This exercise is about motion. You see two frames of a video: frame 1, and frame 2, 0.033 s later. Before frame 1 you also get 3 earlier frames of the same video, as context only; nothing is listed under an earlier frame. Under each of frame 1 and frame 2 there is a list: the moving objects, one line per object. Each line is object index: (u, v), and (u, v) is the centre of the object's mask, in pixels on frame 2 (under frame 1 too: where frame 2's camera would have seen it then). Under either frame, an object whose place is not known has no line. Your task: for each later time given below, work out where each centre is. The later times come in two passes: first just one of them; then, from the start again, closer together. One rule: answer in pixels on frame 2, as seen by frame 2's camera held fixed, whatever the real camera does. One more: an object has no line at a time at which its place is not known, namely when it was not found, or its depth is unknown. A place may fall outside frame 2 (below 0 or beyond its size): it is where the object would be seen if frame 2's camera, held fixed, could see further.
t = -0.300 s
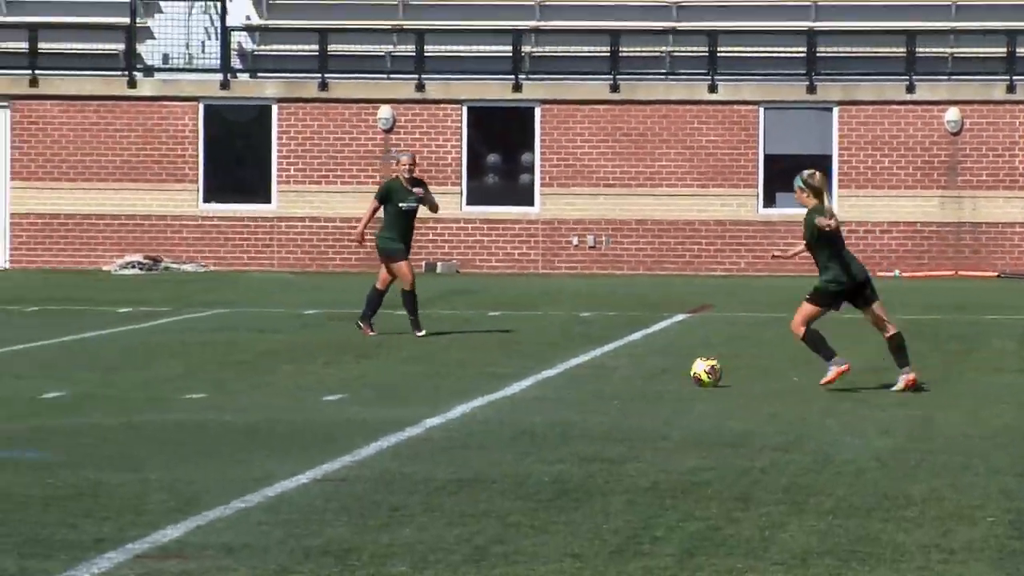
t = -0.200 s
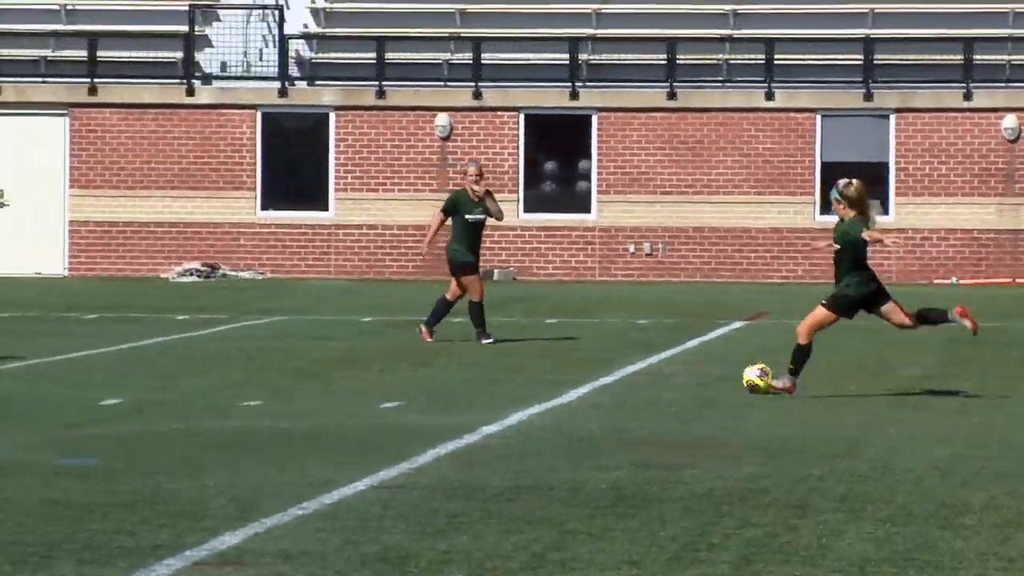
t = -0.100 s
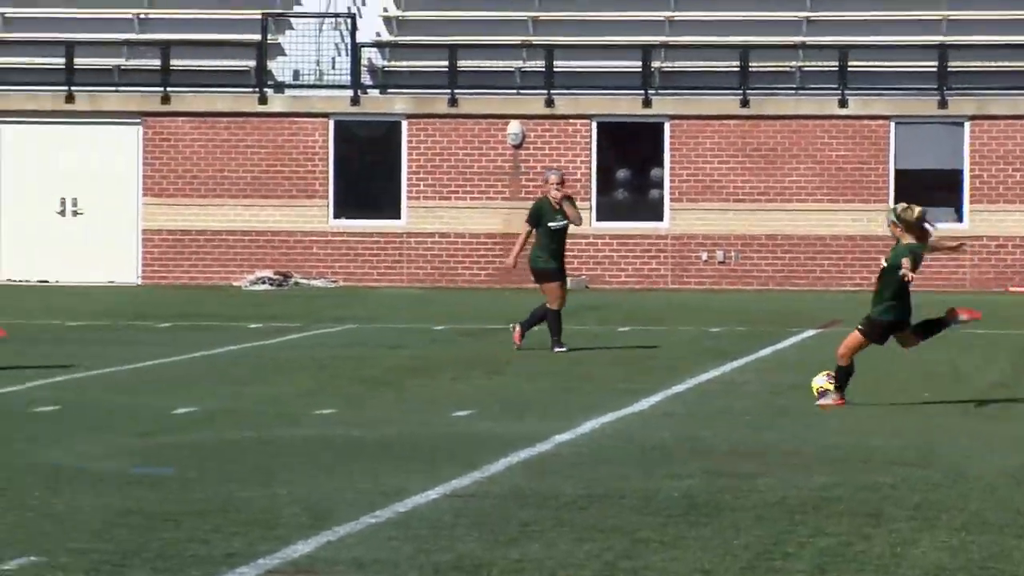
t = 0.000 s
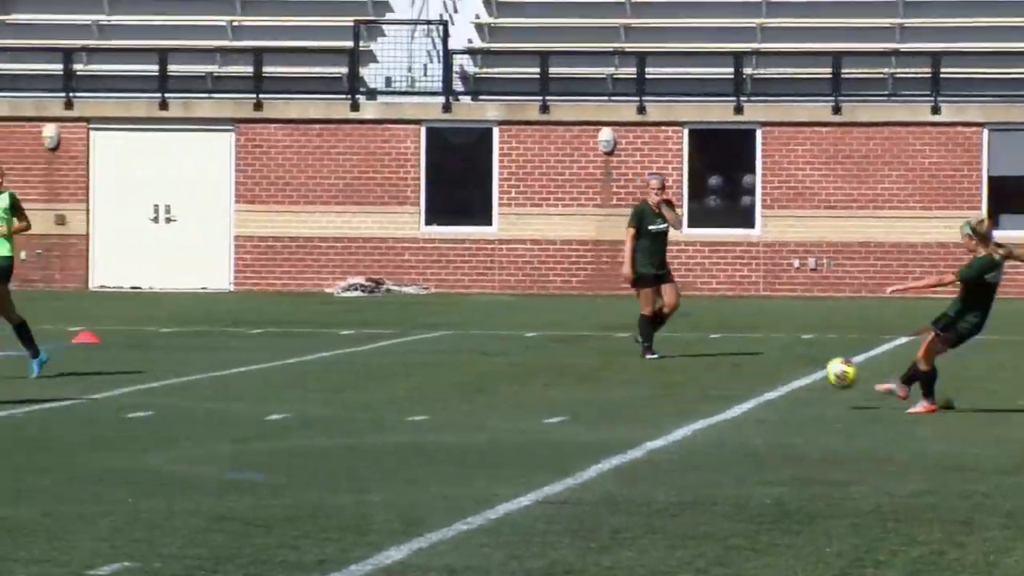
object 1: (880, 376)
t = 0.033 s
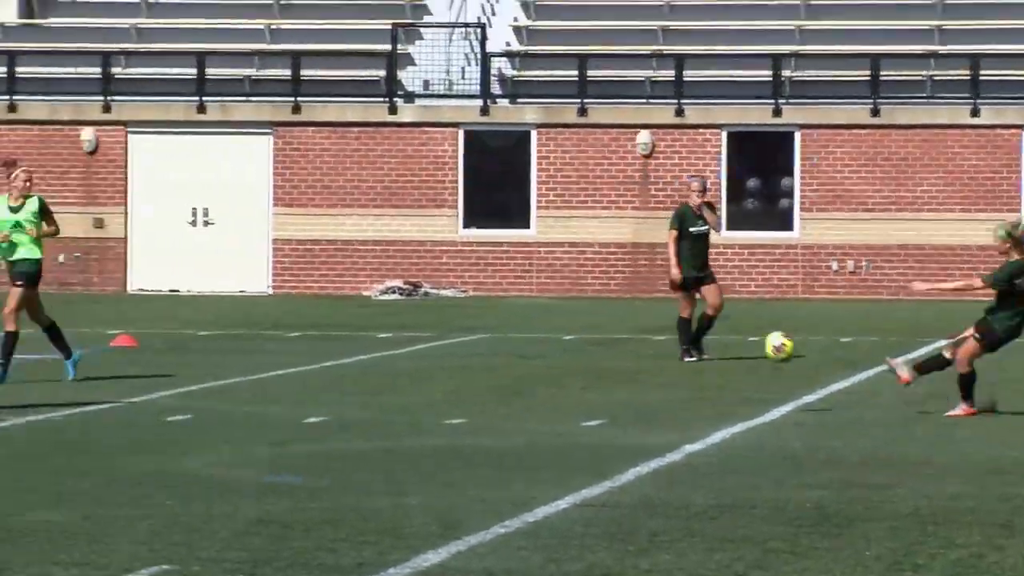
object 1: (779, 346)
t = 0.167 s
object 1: (380, 246)
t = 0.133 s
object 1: (479, 269)
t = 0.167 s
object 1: (380, 246)
